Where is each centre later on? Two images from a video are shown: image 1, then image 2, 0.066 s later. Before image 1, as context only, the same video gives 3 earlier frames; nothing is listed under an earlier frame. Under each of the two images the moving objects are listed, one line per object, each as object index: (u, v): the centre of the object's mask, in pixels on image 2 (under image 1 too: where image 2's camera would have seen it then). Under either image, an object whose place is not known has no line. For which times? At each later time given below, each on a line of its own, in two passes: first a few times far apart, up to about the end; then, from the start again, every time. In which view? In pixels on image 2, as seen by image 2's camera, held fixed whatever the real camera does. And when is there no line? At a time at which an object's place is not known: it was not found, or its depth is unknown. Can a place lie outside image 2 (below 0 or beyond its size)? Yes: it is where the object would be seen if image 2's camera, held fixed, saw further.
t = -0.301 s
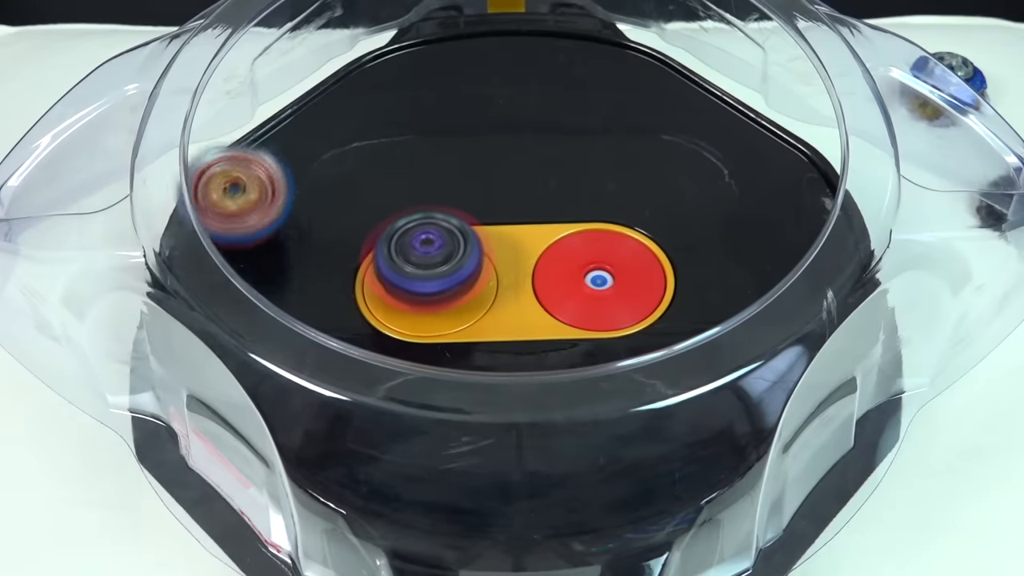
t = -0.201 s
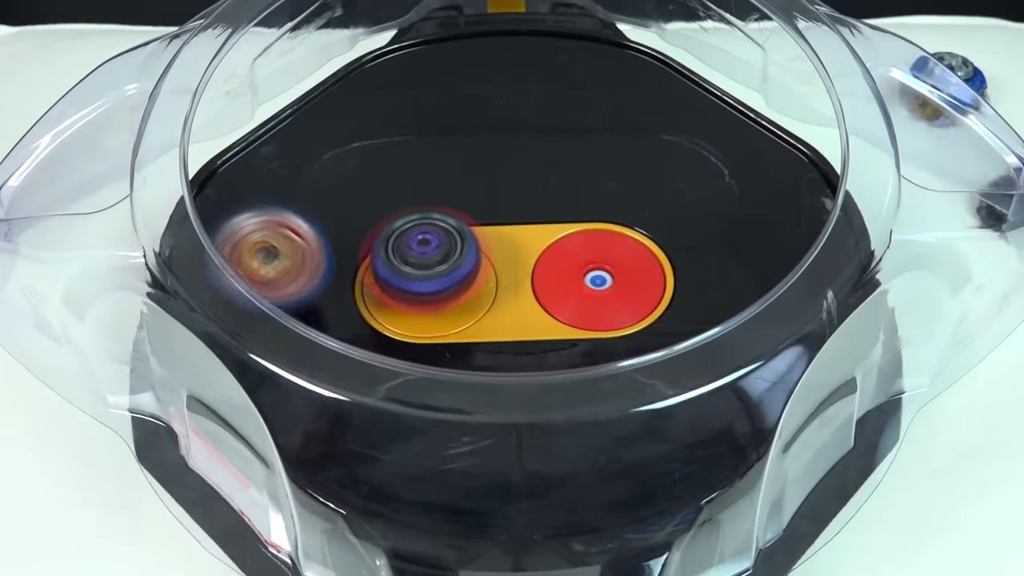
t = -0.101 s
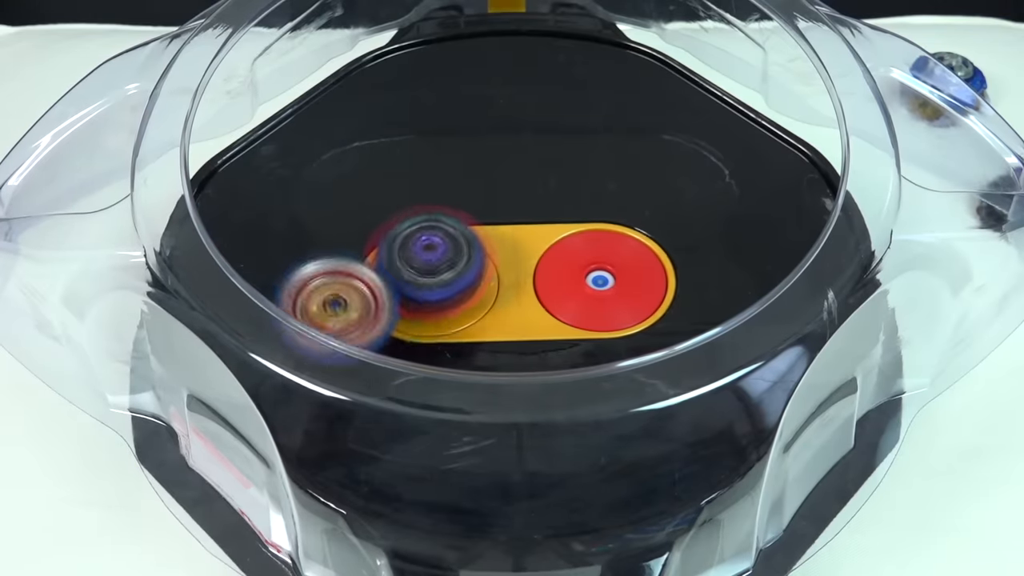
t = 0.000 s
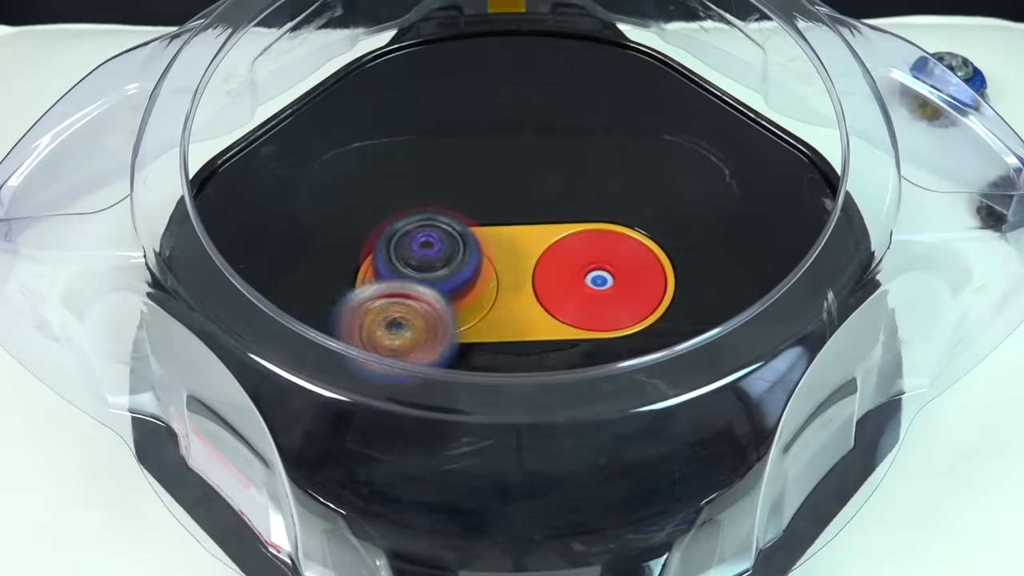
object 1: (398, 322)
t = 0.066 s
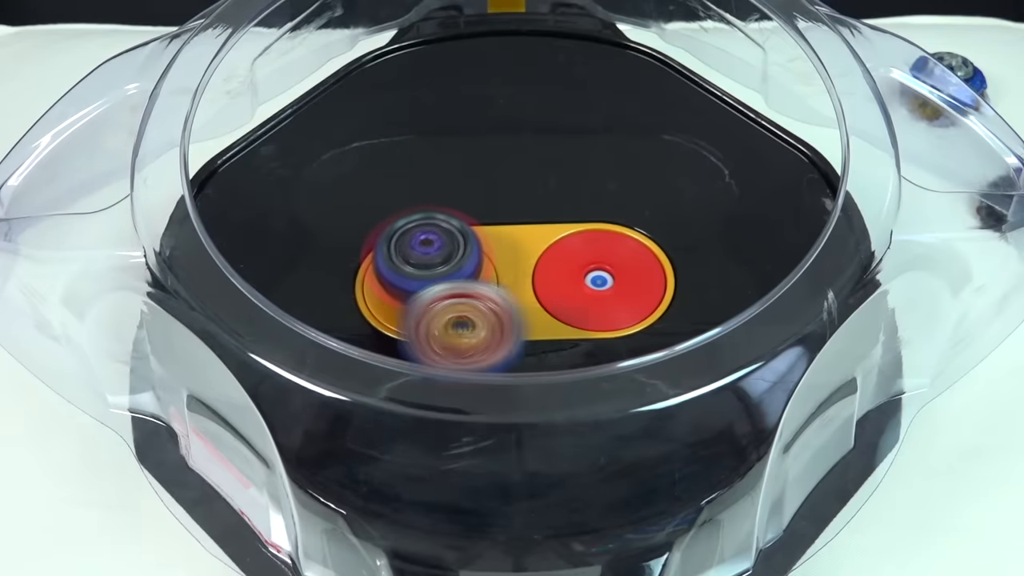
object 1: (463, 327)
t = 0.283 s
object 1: (731, 247)
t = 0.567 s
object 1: (638, 93)
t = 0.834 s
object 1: (302, 219)
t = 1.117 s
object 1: (364, 435)
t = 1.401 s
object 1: (773, 357)
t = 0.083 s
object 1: (482, 328)
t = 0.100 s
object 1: (502, 326)
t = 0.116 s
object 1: (524, 324)
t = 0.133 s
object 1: (545, 320)
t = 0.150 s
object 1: (567, 316)
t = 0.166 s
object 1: (591, 311)
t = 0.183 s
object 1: (614, 306)
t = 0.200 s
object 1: (640, 299)
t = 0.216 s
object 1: (662, 292)
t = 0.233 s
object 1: (682, 282)
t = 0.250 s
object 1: (704, 271)
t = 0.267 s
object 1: (721, 258)
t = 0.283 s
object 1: (731, 247)
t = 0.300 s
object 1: (745, 231)
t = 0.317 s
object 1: (756, 216)
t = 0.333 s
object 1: (764, 201)
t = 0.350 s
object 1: (770, 188)
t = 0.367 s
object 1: (771, 175)
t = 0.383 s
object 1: (771, 160)
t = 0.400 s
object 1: (770, 146)
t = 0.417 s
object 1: (767, 133)
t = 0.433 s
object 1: (763, 122)
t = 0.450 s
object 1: (756, 112)
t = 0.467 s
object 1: (745, 103)
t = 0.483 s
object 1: (729, 100)
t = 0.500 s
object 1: (713, 97)
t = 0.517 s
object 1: (695, 97)
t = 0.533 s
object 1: (677, 95)
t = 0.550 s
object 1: (657, 94)
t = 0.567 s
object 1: (638, 93)
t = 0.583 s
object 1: (617, 92)
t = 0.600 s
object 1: (596, 90)
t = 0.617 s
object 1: (573, 91)
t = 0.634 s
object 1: (550, 93)
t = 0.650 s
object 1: (528, 95)
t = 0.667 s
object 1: (505, 100)
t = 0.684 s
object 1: (483, 106)
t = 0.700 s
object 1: (462, 113)
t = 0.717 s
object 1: (440, 122)
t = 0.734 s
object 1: (418, 133)
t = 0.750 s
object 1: (400, 143)
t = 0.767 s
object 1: (379, 156)
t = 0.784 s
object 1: (358, 172)
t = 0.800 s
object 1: (339, 187)
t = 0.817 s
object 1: (320, 202)
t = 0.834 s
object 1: (302, 219)
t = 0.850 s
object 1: (288, 235)
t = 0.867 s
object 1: (279, 245)
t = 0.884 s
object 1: (273, 256)
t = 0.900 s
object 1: (254, 279)
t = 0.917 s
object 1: (246, 296)
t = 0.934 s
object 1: (242, 308)
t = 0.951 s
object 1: (246, 320)
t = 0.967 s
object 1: (251, 332)
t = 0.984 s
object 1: (255, 343)
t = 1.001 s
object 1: (263, 354)
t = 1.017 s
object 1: (275, 367)
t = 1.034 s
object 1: (286, 378)
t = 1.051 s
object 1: (299, 391)
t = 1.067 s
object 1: (312, 402)
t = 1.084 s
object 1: (325, 414)
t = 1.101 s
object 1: (342, 425)
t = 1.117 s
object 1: (364, 435)
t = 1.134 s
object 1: (388, 444)
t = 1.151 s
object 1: (416, 450)
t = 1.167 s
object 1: (441, 459)
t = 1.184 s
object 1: (470, 467)
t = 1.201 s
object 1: (503, 471)
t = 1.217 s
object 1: (532, 474)
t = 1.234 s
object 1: (566, 474)
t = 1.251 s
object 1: (597, 471)
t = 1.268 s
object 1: (626, 467)
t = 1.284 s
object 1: (655, 459)
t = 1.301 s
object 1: (681, 448)
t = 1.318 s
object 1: (700, 435)
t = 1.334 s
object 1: (717, 421)
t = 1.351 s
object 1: (736, 404)
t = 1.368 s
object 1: (748, 388)
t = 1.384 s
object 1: (761, 372)
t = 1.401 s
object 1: (773, 357)
